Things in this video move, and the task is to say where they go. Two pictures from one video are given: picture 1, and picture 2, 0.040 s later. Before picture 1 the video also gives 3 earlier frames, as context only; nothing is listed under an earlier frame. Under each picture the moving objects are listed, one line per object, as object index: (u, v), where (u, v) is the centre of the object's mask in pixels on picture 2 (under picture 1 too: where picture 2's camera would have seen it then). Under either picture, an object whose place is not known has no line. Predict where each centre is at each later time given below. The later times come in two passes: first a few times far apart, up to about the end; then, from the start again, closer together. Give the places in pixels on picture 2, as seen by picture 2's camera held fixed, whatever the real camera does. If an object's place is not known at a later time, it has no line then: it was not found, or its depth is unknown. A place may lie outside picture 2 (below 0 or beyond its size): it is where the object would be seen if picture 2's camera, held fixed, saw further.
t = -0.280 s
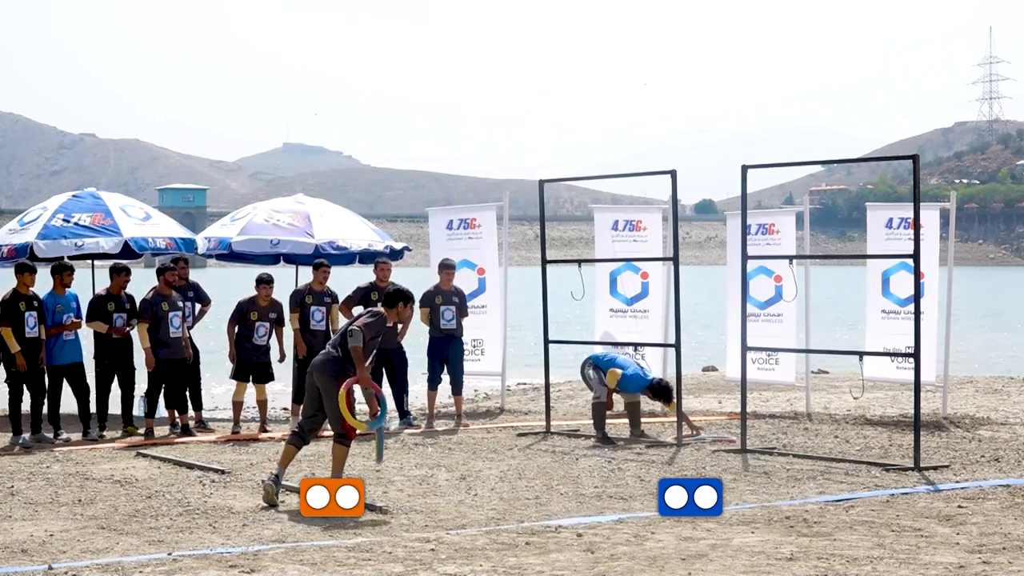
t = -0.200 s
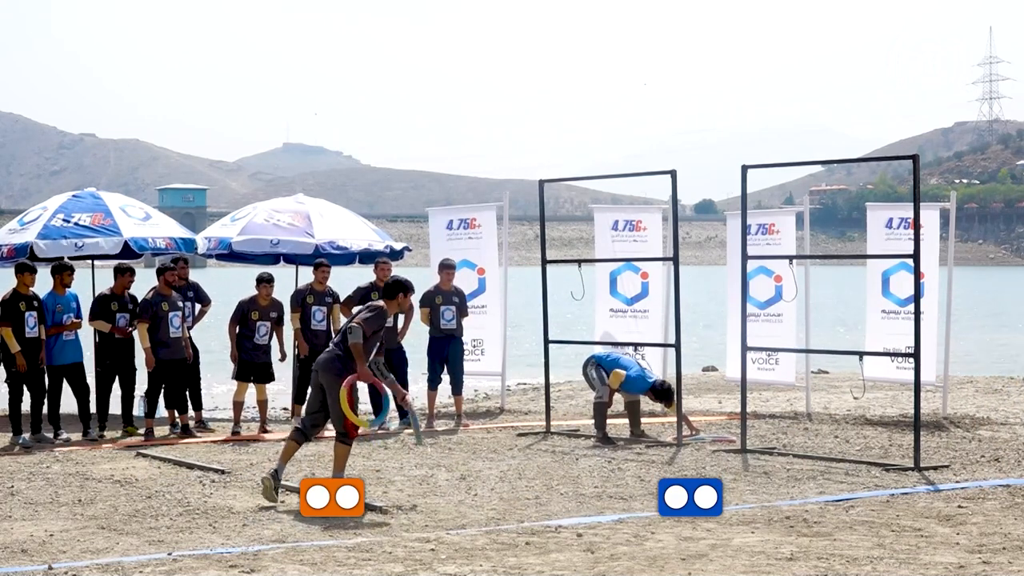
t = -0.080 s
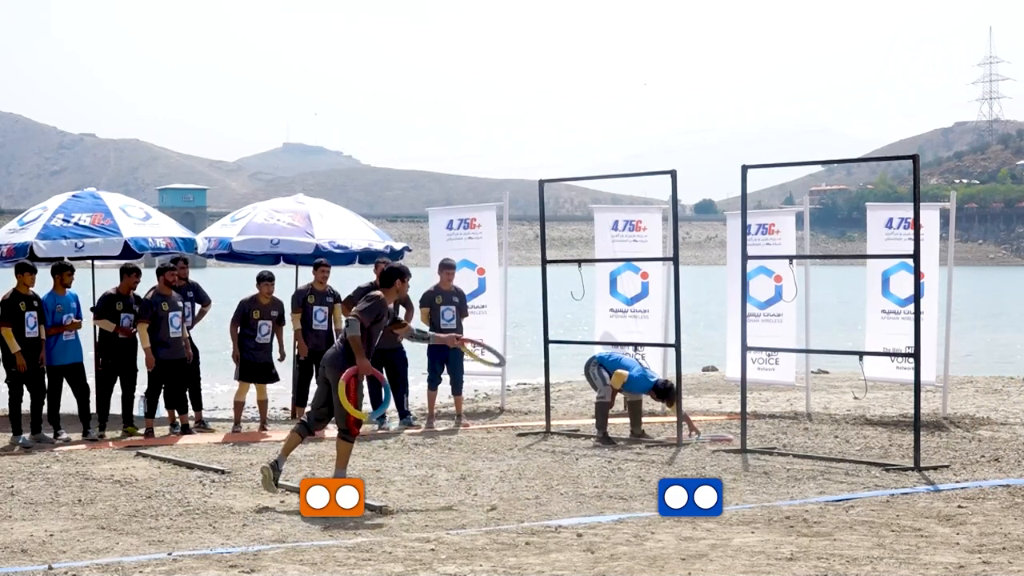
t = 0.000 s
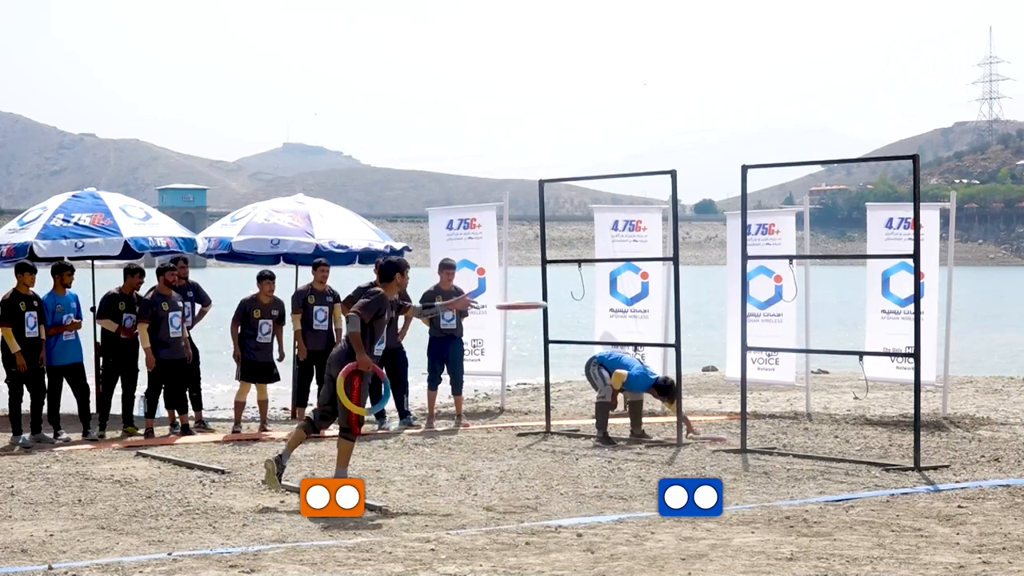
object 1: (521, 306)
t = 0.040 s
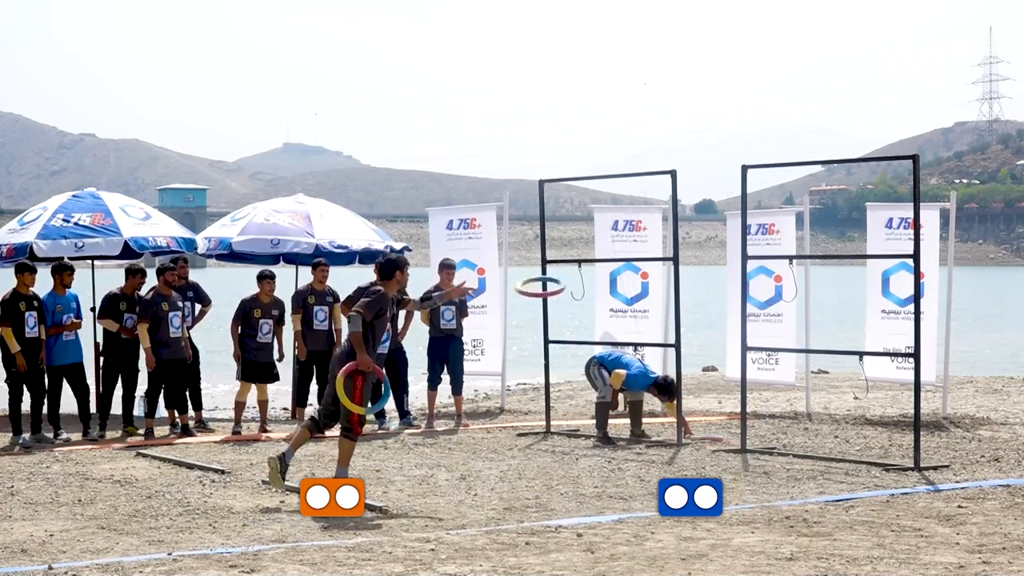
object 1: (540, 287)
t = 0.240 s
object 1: (630, 228)
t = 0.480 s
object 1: (726, 234)
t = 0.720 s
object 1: (817, 309)
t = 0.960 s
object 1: (900, 436)
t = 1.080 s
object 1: (911, 449)
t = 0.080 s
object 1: (558, 270)
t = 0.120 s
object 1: (576, 256)
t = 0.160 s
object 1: (594, 245)
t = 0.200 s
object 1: (612, 235)
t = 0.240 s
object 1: (630, 228)
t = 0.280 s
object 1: (647, 224)
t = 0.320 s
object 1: (663, 222)
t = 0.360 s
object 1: (680, 222)
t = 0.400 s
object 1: (694, 224)
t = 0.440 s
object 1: (710, 228)
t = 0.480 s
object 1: (726, 234)
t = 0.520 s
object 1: (741, 242)
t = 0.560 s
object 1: (756, 251)
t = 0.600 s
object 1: (772, 263)
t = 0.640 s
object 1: (788, 277)
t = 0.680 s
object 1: (802, 292)
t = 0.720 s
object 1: (817, 309)
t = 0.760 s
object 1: (830, 327)
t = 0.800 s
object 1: (845, 347)
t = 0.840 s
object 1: (859, 367)
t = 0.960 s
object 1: (900, 436)
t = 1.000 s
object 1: (902, 452)
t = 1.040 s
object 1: (904, 459)
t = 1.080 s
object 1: (911, 449)
